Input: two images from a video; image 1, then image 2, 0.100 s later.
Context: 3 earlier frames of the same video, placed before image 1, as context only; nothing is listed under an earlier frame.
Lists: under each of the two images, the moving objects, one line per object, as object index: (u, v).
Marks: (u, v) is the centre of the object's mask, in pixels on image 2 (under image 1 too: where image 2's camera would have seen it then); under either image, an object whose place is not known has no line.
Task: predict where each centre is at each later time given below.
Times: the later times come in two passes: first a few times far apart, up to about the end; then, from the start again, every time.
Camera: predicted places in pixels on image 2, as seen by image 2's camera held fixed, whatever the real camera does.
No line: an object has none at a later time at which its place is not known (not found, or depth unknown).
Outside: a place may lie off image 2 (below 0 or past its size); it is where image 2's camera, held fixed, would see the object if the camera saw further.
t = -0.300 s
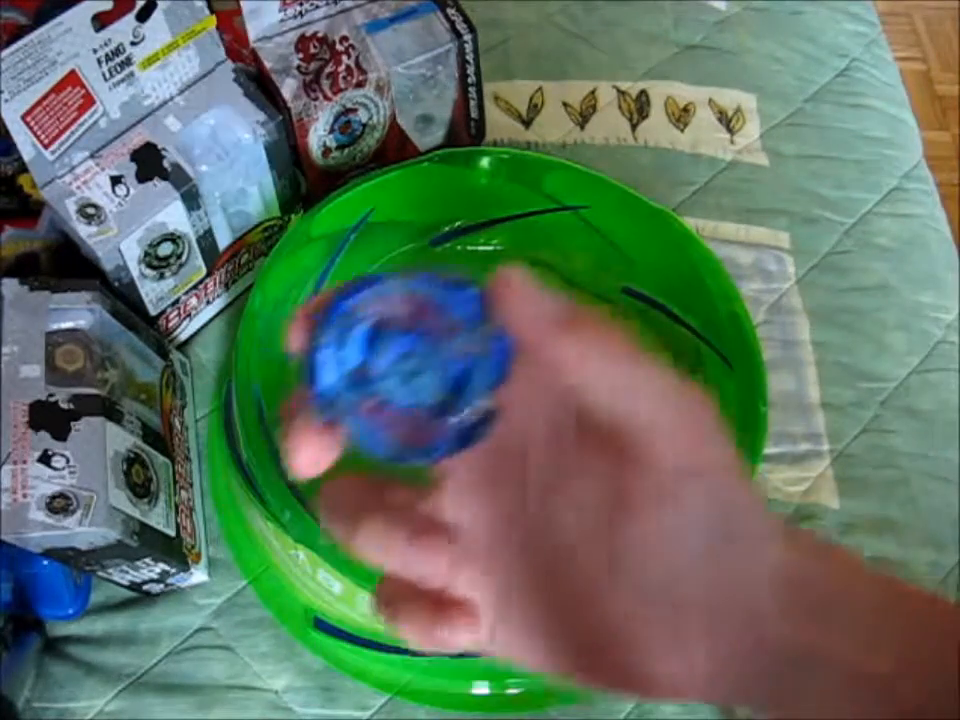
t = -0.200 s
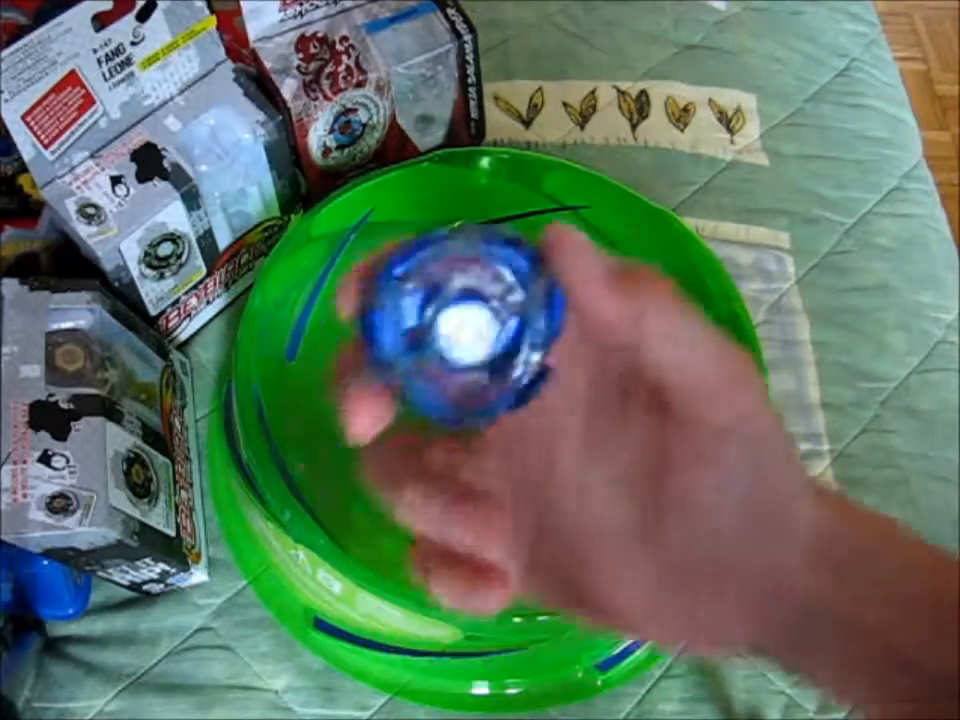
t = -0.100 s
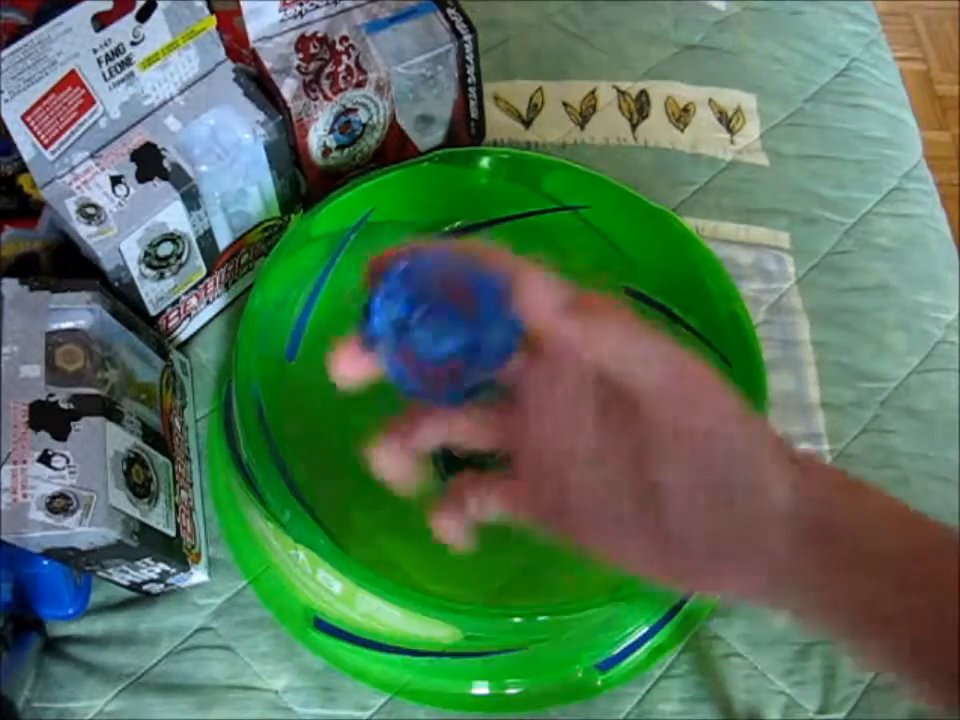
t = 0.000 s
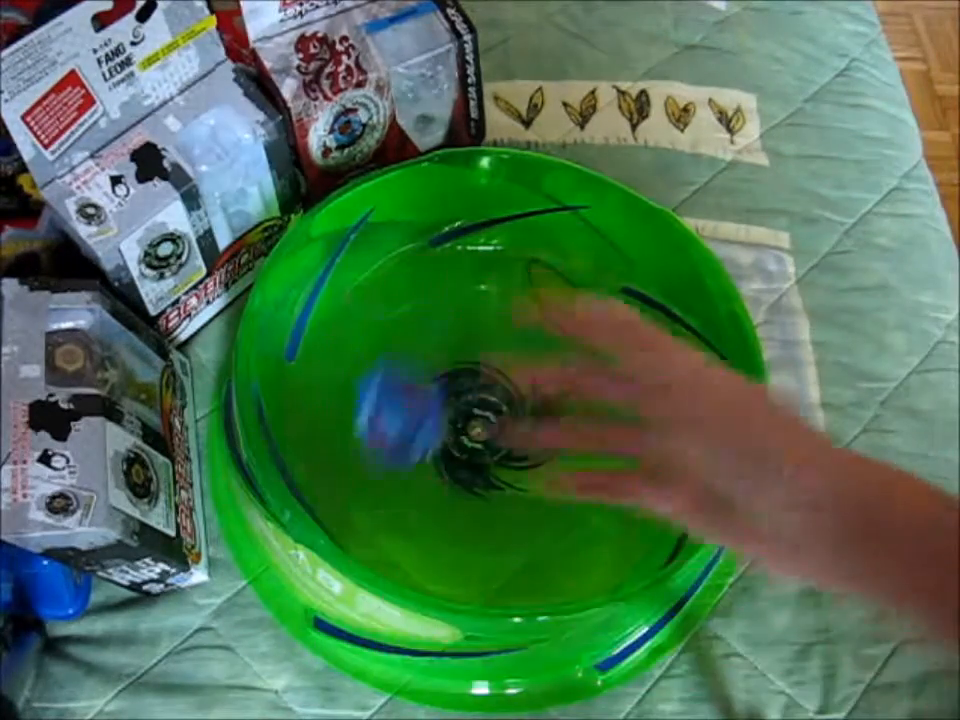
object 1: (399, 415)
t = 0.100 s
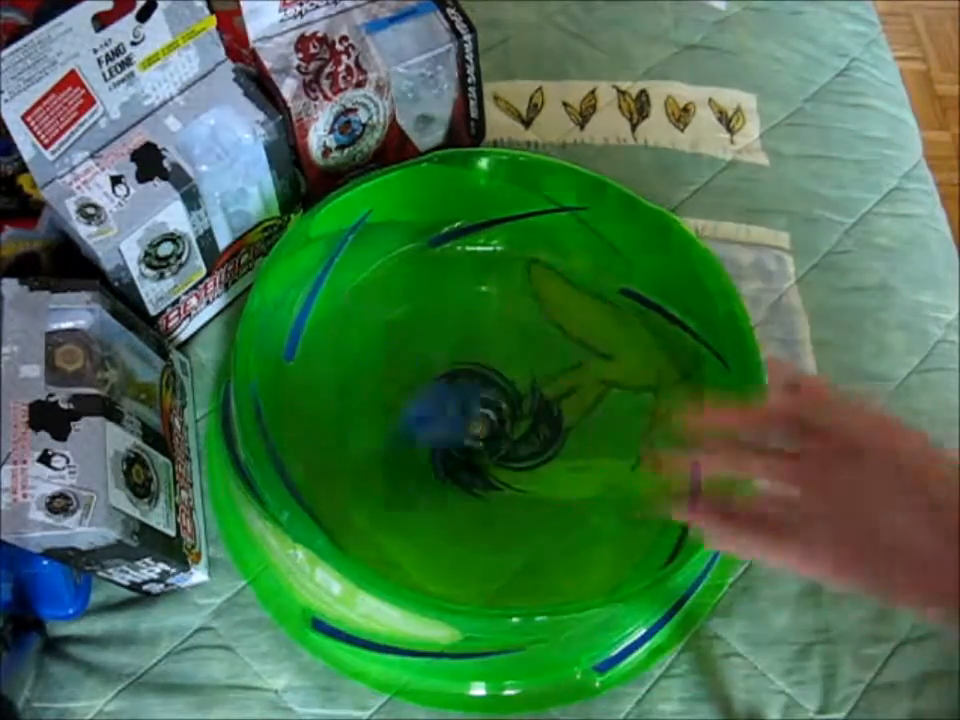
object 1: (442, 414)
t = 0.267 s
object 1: (582, 273)
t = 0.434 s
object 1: (573, 273)
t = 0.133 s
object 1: (476, 405)
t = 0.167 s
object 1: (501, 341)
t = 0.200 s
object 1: (534, 319)
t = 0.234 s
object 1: (557, 304)
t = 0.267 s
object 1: (582, 273)
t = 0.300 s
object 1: (593, 254)
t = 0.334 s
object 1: (594, 251)
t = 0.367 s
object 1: (589, 258)
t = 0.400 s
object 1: (581, 270)
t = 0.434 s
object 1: (573, 273)
